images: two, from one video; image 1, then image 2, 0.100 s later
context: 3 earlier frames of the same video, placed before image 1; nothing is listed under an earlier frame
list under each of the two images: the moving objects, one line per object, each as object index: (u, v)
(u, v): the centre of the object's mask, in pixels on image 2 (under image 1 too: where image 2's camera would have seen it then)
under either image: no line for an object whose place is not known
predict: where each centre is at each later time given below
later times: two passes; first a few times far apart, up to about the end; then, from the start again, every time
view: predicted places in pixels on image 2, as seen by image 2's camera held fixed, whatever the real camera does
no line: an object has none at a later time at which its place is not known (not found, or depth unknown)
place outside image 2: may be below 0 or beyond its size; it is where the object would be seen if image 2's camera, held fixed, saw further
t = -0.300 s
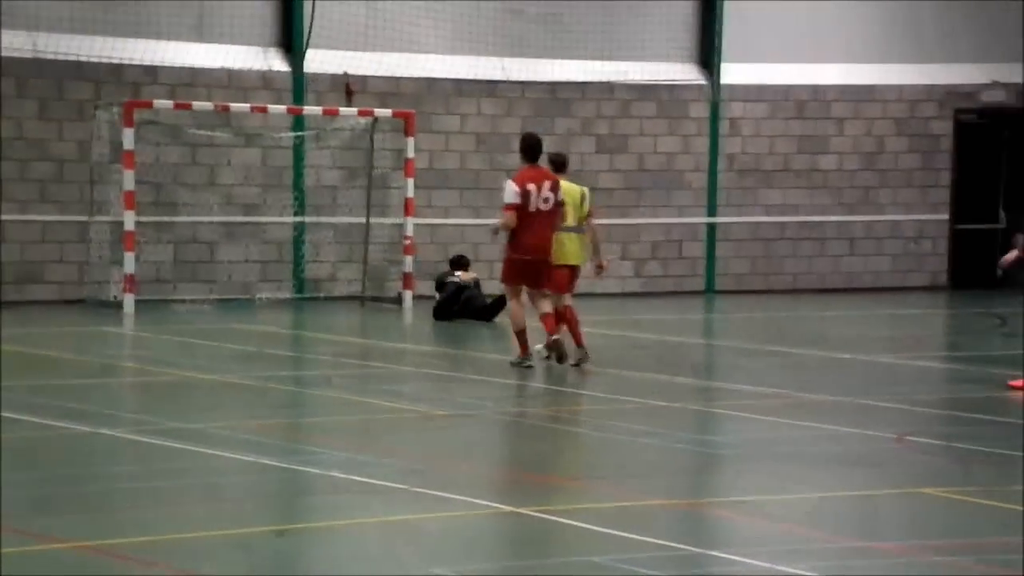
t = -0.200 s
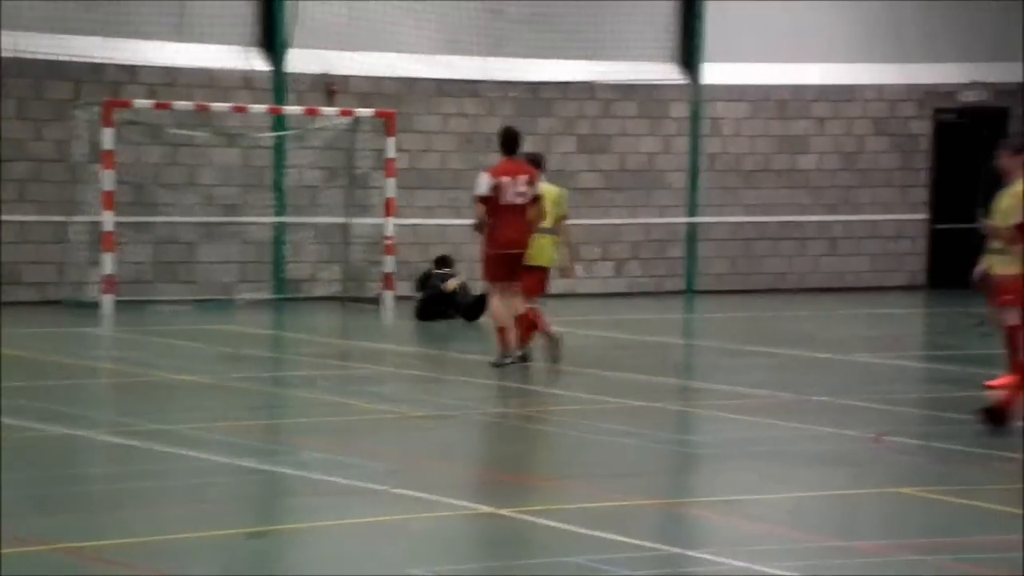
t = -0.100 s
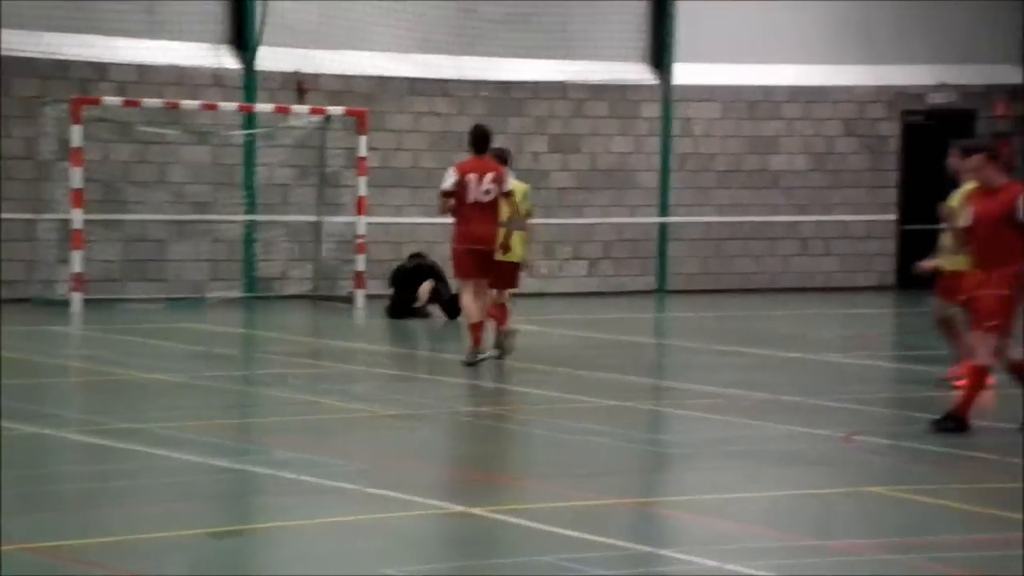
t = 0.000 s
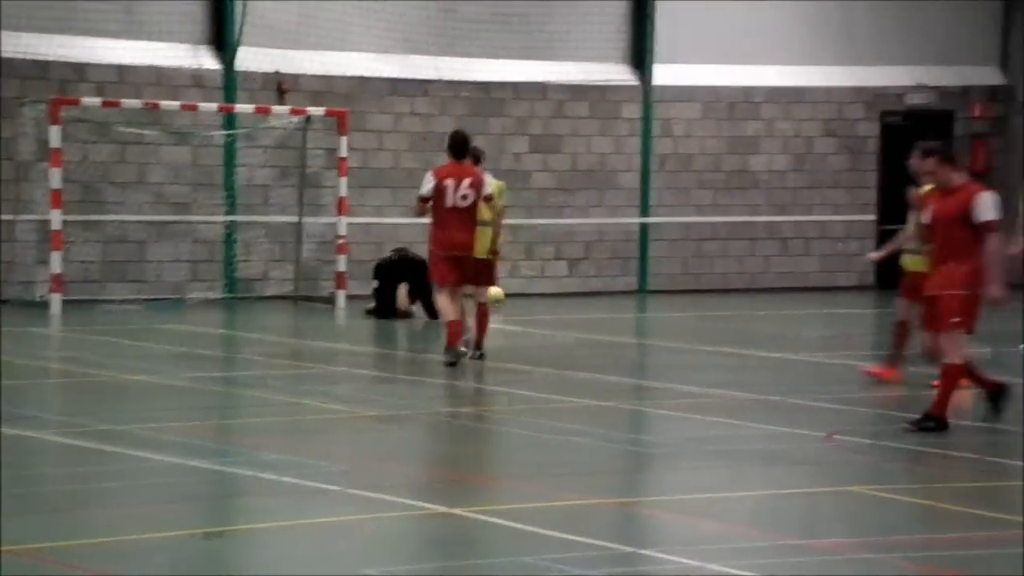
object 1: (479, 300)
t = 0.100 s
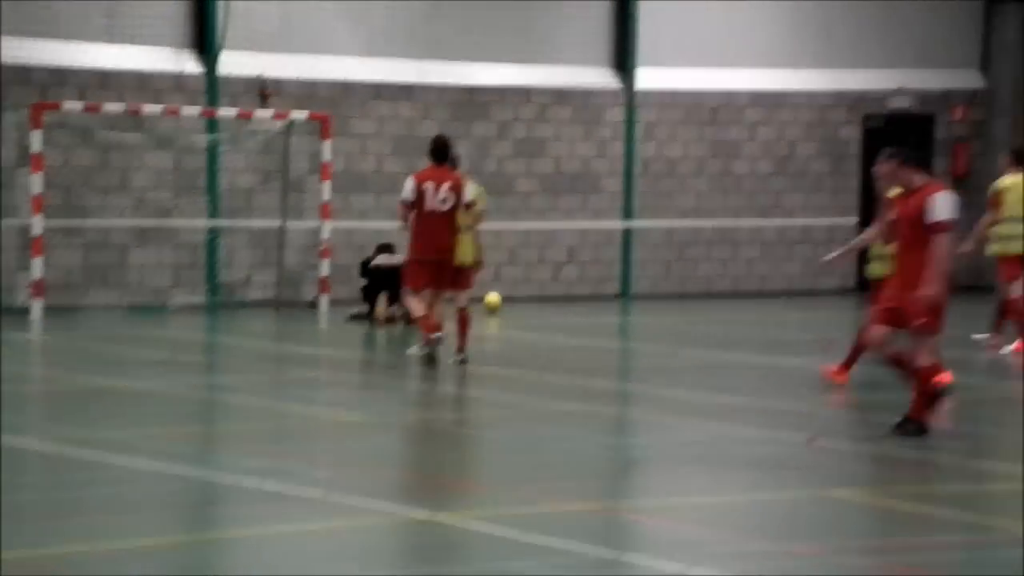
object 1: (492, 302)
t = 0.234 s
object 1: (514, 303)
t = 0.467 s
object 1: (548, 304)
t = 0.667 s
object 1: (578, 305)
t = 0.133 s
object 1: (497, 302)
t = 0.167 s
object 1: (503, 303)
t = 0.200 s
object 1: (509, 303)
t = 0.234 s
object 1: (514, 303)
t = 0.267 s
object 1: (519, 302)
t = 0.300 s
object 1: (523, 302)
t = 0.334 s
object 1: (529, 303)
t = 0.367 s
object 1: (533, 303)
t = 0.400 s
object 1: (538, 304)
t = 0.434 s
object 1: (543, 304)
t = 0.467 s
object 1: (548, 304)
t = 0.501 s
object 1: (553, 304)
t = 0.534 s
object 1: (558, 304)
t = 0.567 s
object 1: (564, 304)
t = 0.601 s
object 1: (568, 304)
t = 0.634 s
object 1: (573, 304)
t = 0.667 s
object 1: (578, 305)
